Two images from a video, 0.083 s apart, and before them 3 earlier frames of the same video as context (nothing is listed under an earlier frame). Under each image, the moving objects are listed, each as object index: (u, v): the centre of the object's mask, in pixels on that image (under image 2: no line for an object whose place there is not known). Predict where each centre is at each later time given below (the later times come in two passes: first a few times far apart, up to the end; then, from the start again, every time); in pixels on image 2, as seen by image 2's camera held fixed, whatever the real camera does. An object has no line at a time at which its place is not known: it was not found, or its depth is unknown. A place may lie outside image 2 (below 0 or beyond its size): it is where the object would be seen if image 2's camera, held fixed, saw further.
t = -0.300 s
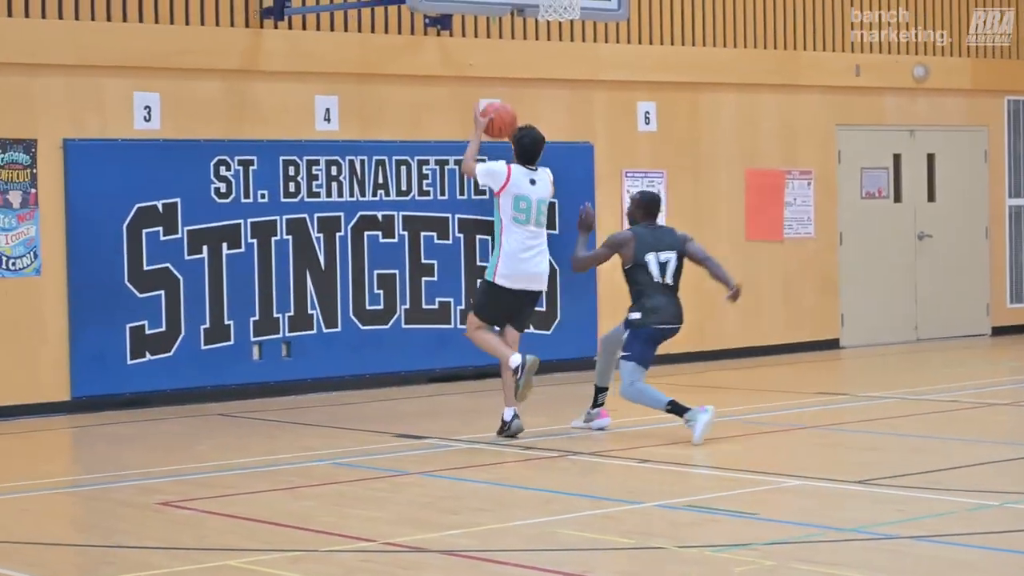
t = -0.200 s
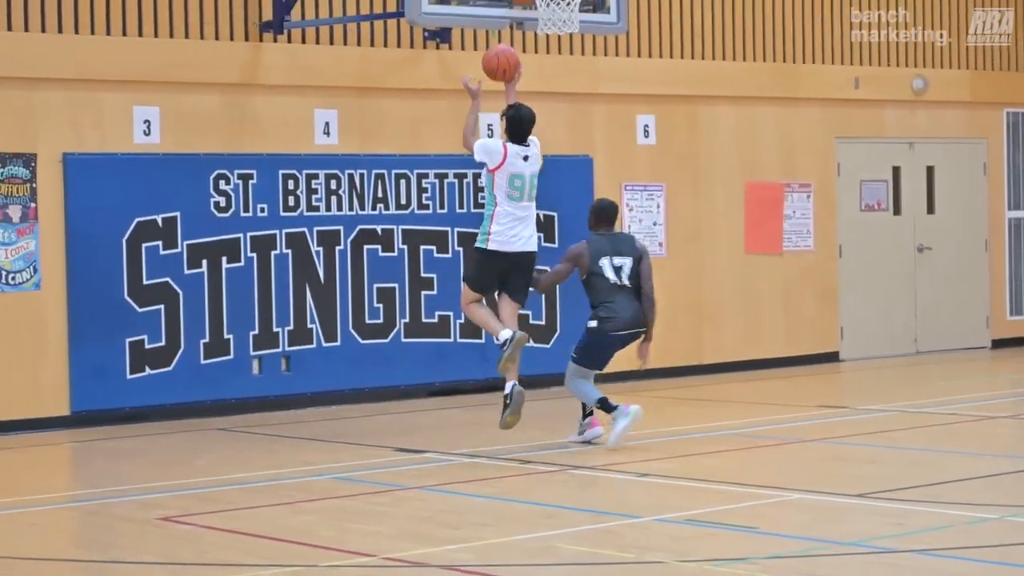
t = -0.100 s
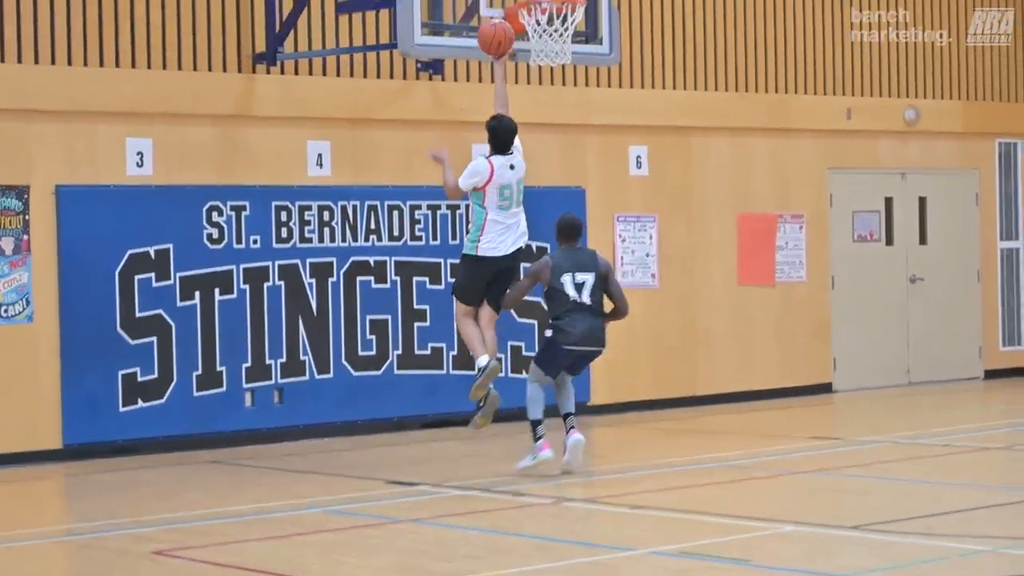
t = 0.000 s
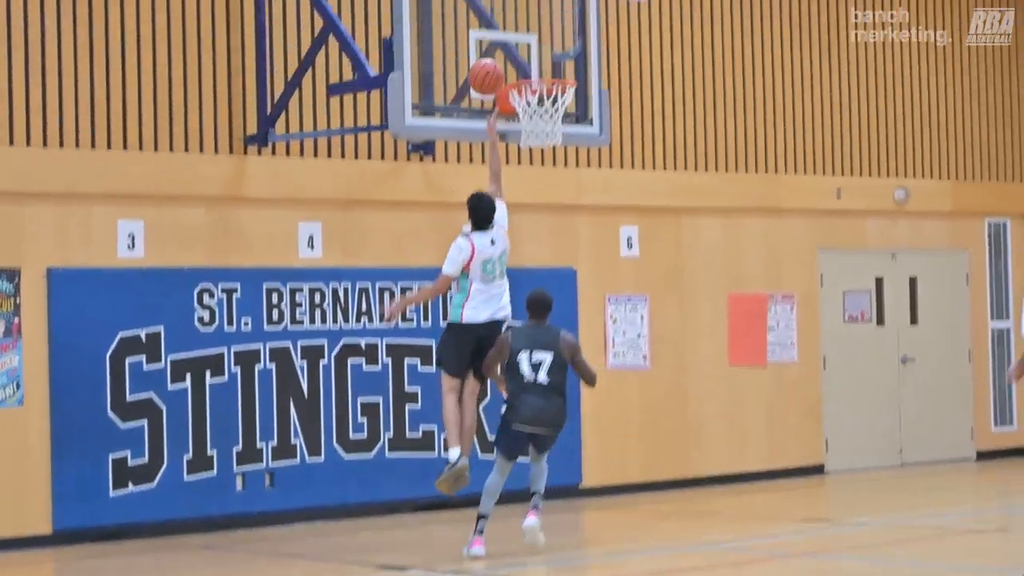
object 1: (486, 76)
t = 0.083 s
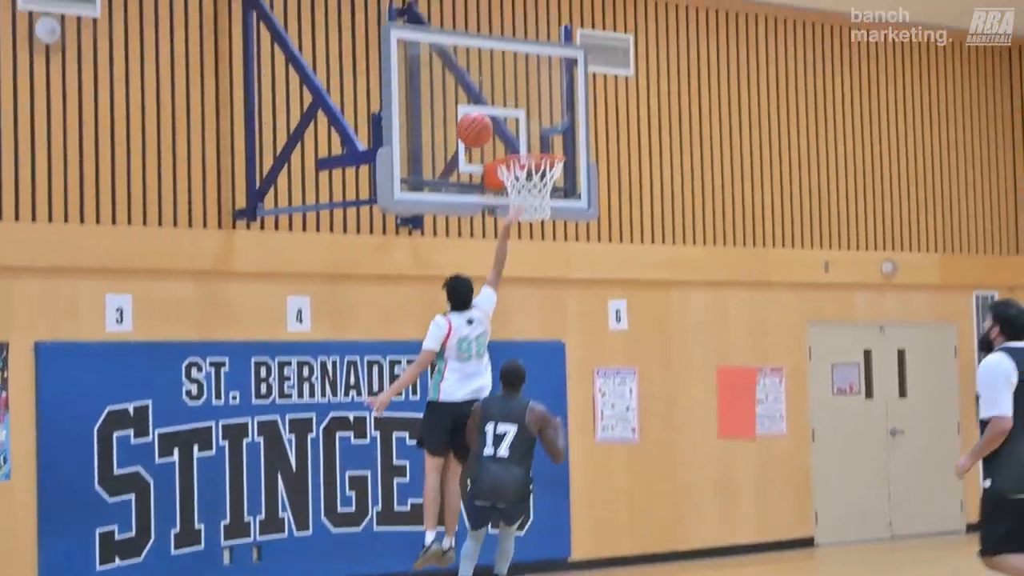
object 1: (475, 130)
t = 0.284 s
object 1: (476, 120)
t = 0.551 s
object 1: (529, 169)
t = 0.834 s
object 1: (538, 222)
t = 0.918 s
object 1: (535, 242)
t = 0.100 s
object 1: (475, 127)
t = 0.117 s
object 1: (475, 124)
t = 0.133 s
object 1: (475, 122)
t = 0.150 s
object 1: (475, 120)
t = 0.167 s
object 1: (475, 119)
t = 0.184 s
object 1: (475, 118)
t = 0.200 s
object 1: (475, 117)
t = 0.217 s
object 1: (475, 117)
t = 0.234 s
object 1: (476, 117)
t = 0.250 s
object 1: (476, 118)
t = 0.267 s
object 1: (476, 119)
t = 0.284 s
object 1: (476, 120)
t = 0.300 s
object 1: (476, 123)
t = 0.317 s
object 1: (476, 124)
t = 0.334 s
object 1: (478, 126)
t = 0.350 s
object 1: (482, 127)
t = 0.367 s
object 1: (486, 129)
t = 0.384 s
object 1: (489, 130)
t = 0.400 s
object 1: (493, 132)
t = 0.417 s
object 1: (497, 134)
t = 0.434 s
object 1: (501, 137)
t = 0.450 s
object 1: (505, 140)
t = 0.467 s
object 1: (508, 142)
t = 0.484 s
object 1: (512, 145)
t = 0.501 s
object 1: (516, 147)
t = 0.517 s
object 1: (519, 148)
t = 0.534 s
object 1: (524, 162)
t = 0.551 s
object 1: (529, 169)
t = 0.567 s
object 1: (530, 173)
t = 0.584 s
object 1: (534, 179)
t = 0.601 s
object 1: (539, 186)
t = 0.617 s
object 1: (543, 192)
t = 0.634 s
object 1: (544, 194)
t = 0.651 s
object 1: (543, 194)
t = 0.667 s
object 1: (546, 211)
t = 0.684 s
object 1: (546, 211)
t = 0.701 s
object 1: (545, 211)
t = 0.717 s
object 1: (545, 211)
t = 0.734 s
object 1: (543, 211)
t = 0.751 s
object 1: (543, 212)
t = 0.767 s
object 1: (542, 213)
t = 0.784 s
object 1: (541, 215)
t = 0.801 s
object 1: (540, 217)
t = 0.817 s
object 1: (539, 219)
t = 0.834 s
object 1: (538, 222)
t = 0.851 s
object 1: (538, 226)
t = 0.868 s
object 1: (537, 229)
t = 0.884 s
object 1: (536, 233)
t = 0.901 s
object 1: (535, 236)
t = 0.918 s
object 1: (535, 242)
